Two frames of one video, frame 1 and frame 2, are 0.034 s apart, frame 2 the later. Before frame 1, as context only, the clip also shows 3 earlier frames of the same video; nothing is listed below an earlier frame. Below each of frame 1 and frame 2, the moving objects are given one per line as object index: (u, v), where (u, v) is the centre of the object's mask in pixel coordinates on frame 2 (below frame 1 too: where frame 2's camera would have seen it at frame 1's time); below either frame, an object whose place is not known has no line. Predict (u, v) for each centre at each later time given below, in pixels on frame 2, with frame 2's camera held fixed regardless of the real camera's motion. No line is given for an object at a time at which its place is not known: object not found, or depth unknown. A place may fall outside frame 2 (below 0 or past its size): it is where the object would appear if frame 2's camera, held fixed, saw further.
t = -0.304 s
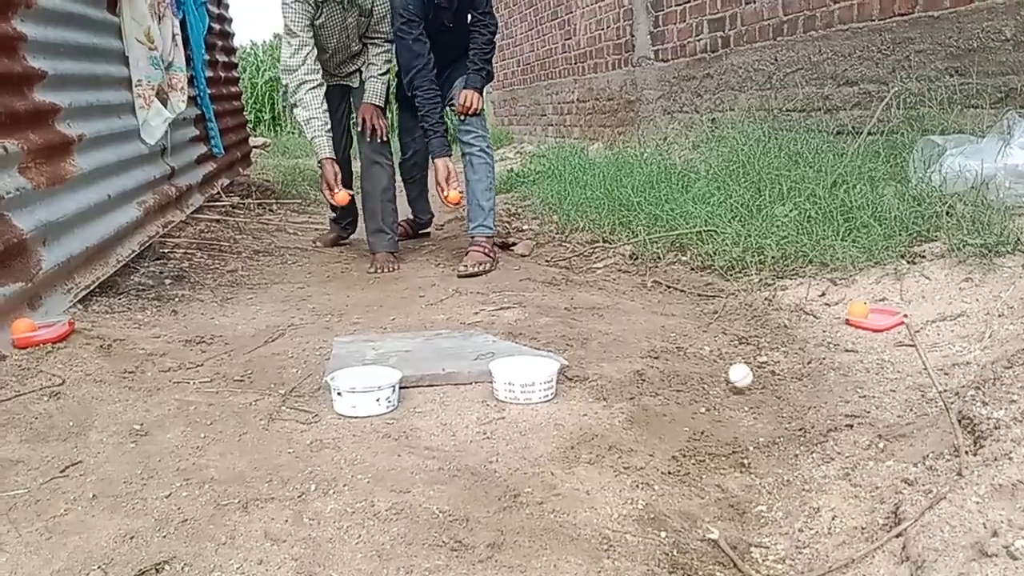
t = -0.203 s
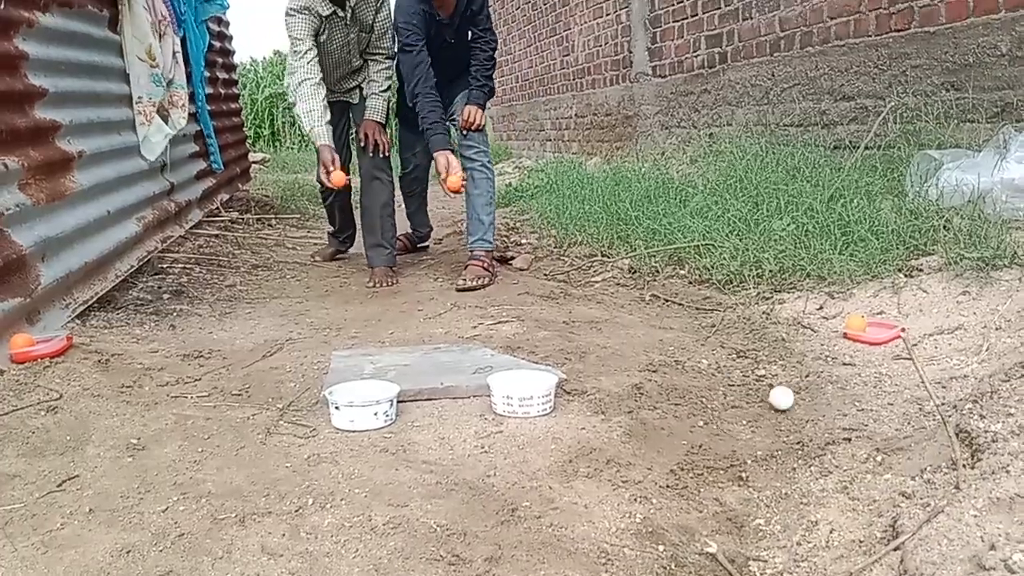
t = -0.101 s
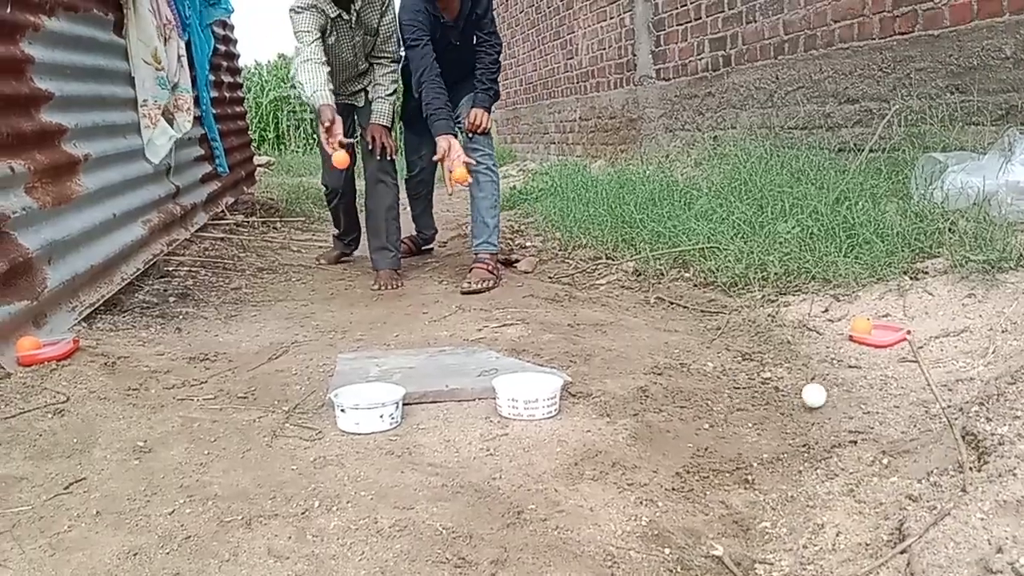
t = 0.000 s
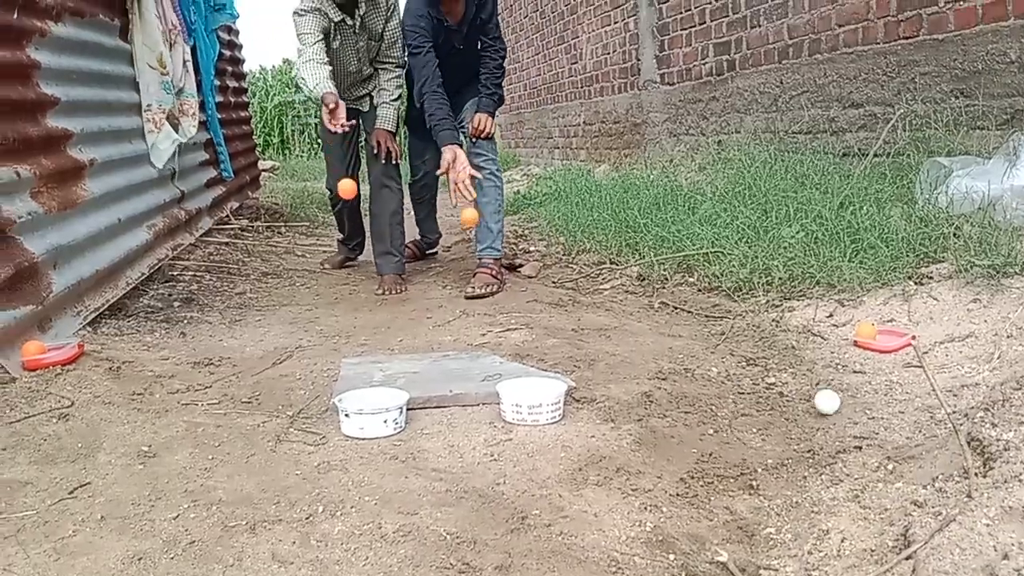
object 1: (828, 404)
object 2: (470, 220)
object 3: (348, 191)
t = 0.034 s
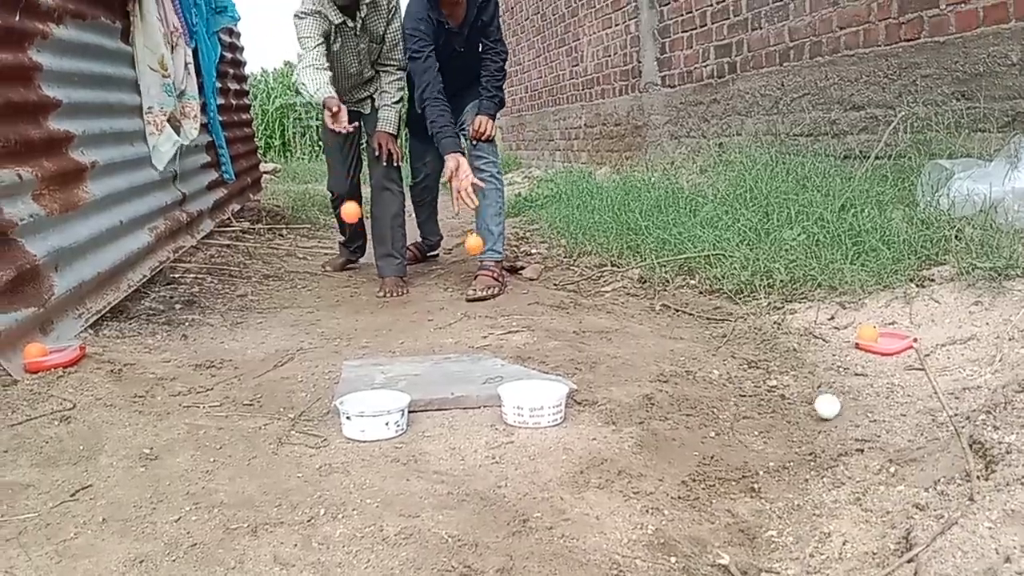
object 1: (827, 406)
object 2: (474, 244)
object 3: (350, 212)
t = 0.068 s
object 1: (824, 408)
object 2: (477, 276)
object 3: (354, 241)
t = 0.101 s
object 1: (819, 412)
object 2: (482, 316)
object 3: (357, 277)
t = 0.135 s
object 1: (813, 415)
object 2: (487, 332)
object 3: (361, 323)
